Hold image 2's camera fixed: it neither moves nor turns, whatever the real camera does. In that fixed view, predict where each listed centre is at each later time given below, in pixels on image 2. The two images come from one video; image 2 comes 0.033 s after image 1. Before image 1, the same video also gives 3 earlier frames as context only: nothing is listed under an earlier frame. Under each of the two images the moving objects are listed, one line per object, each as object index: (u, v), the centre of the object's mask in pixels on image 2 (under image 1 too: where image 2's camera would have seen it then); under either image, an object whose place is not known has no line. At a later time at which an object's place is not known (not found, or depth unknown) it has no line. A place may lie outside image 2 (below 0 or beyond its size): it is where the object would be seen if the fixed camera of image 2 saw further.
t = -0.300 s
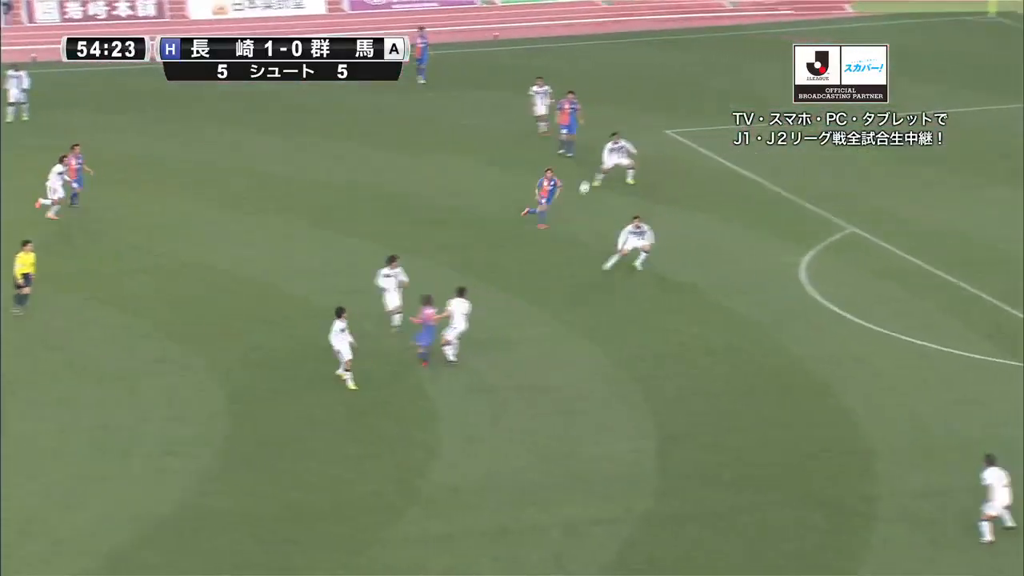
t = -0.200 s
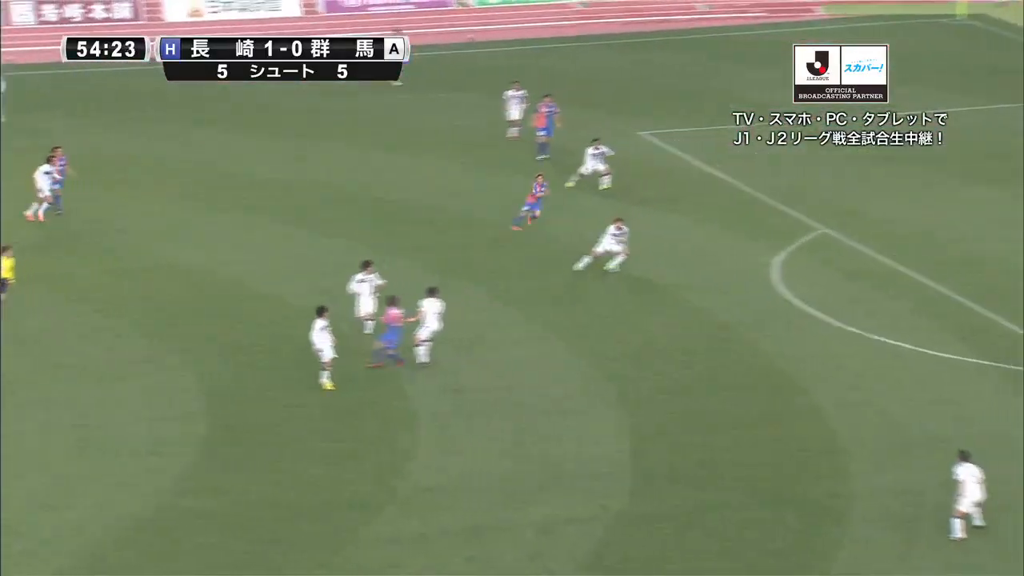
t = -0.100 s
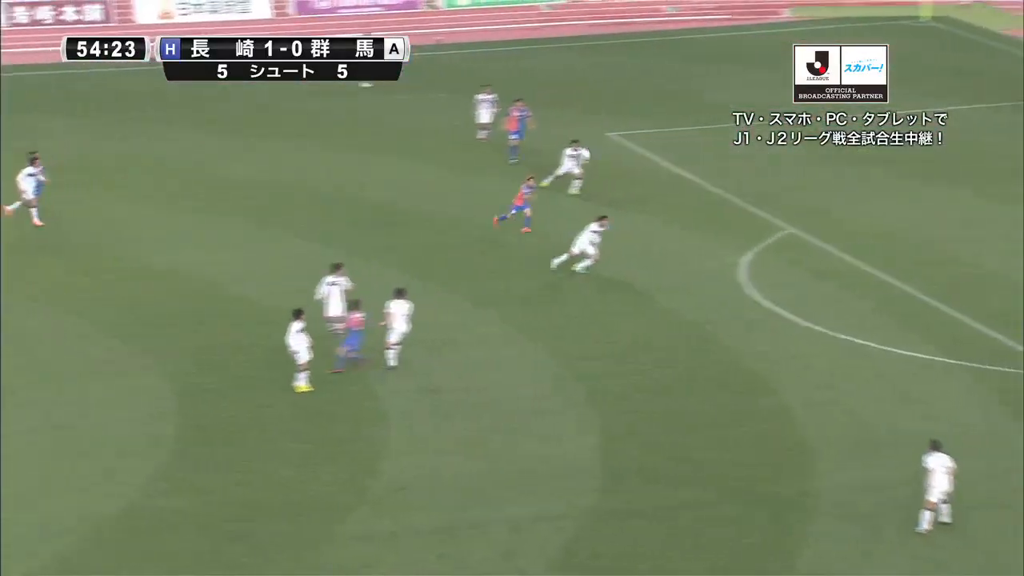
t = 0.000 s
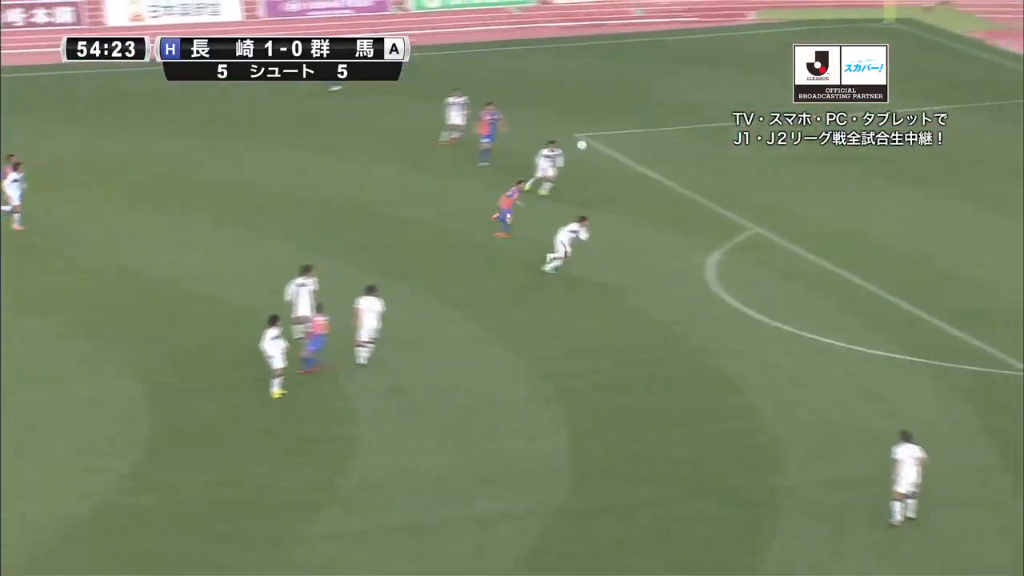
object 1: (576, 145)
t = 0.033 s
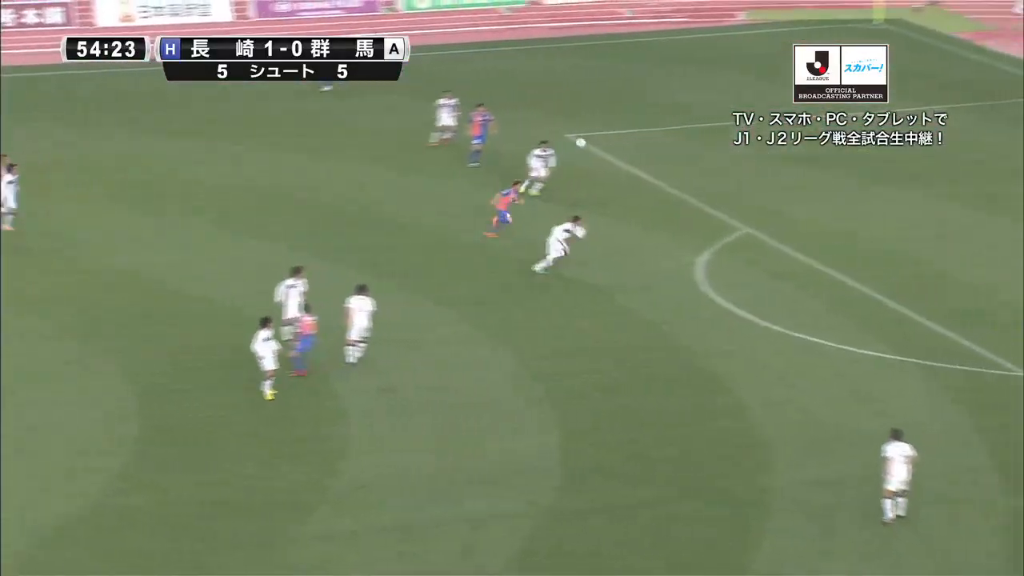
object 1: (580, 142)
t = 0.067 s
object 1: (585, 141)
